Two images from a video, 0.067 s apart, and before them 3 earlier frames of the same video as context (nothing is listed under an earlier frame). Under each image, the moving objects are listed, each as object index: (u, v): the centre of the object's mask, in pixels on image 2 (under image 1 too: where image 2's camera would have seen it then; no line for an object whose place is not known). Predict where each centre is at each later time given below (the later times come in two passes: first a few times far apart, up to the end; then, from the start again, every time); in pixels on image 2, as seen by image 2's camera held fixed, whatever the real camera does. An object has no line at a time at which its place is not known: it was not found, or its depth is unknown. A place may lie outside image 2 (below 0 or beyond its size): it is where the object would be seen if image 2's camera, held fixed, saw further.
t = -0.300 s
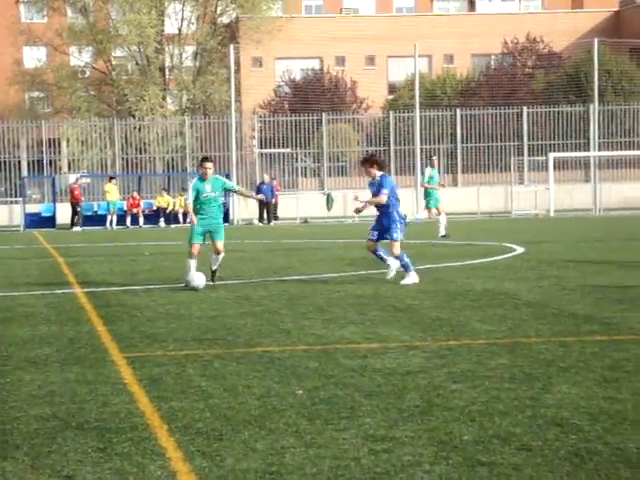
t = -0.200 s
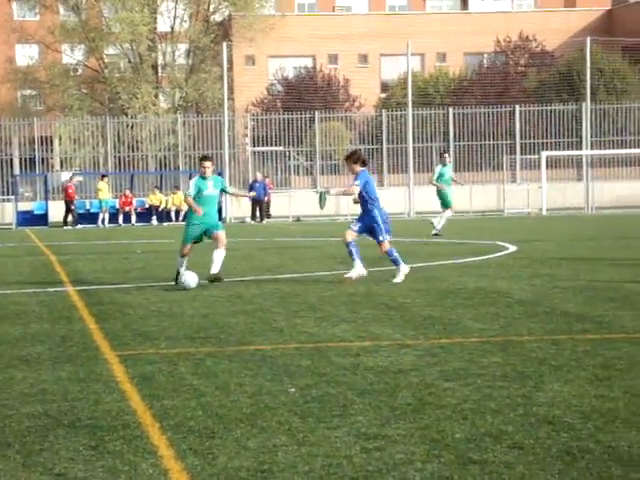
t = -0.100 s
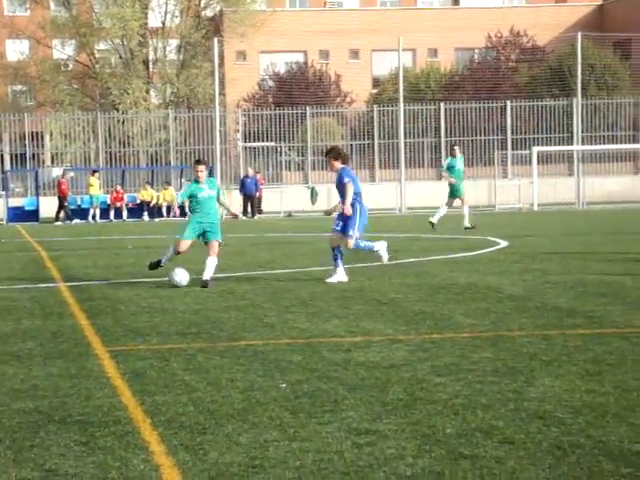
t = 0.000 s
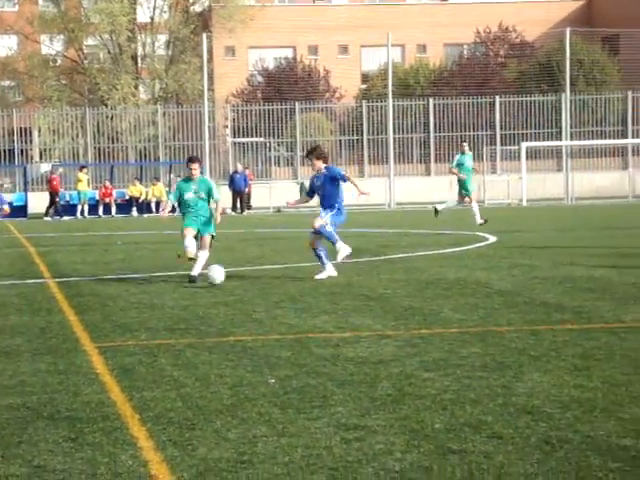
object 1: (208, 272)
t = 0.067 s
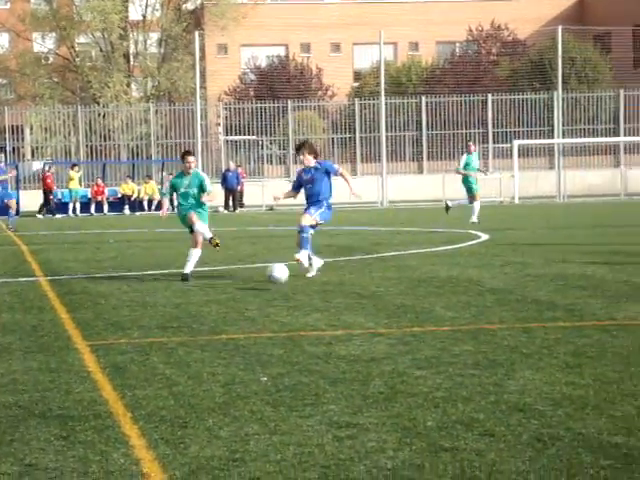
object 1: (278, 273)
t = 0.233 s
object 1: (472, 284)
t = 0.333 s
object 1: (602, 296)
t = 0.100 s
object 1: (315, 276)
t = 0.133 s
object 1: (353, 281)
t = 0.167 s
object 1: (392, 284)
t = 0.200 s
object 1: (432, 283)
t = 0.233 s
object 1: (472, 284)
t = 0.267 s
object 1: (514, 287)
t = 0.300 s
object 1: (558, 293)
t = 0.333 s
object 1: (602, 296)
